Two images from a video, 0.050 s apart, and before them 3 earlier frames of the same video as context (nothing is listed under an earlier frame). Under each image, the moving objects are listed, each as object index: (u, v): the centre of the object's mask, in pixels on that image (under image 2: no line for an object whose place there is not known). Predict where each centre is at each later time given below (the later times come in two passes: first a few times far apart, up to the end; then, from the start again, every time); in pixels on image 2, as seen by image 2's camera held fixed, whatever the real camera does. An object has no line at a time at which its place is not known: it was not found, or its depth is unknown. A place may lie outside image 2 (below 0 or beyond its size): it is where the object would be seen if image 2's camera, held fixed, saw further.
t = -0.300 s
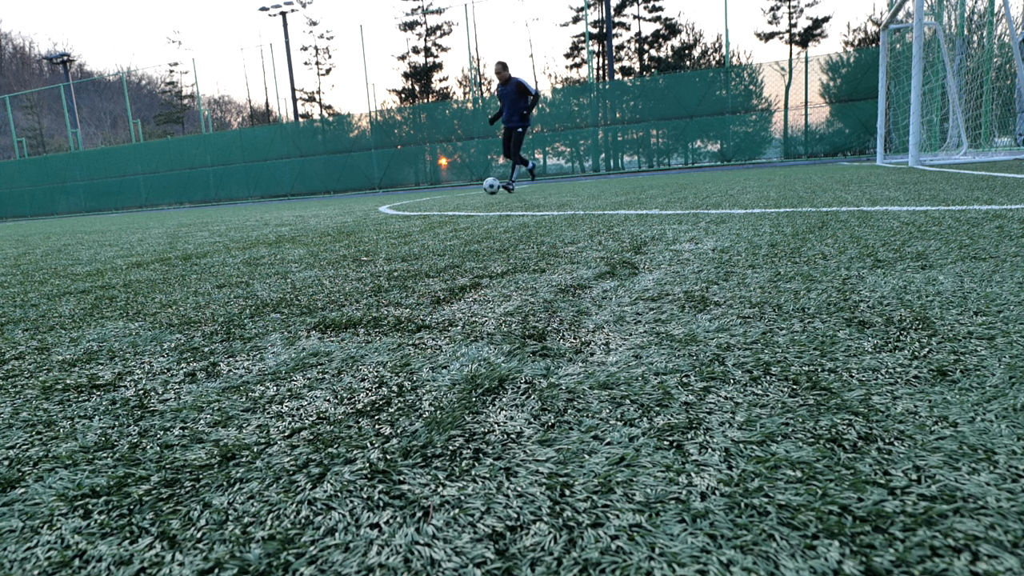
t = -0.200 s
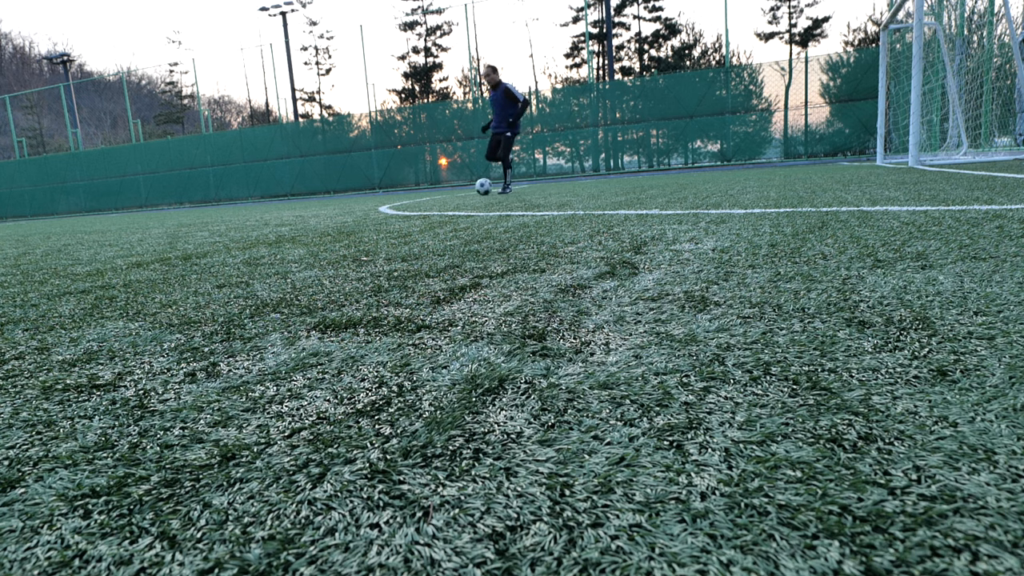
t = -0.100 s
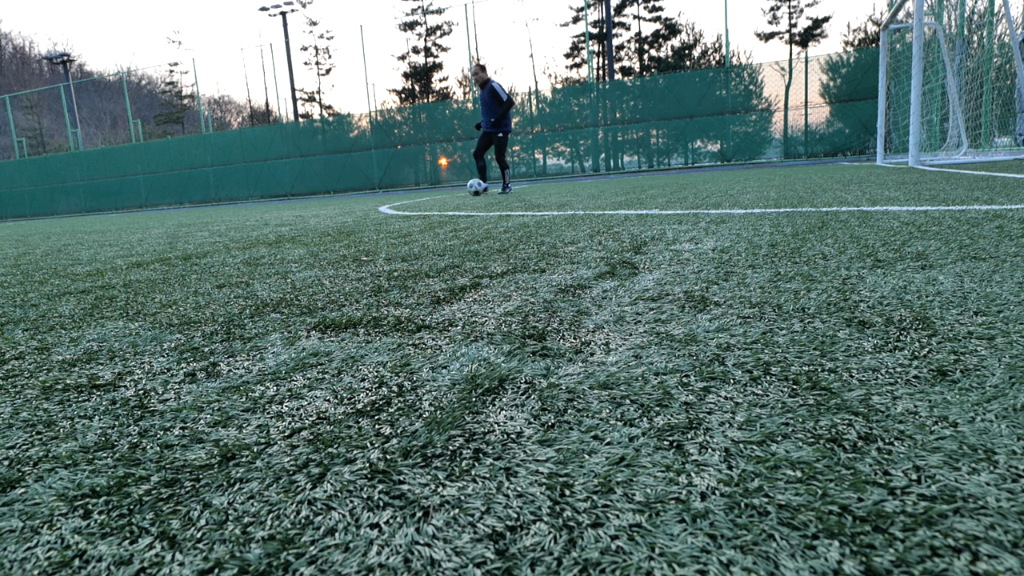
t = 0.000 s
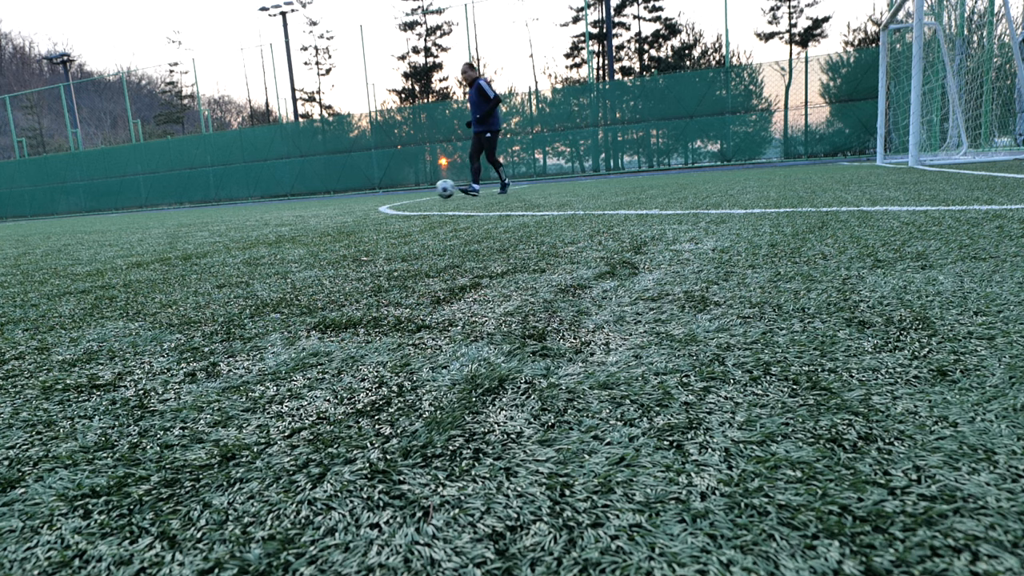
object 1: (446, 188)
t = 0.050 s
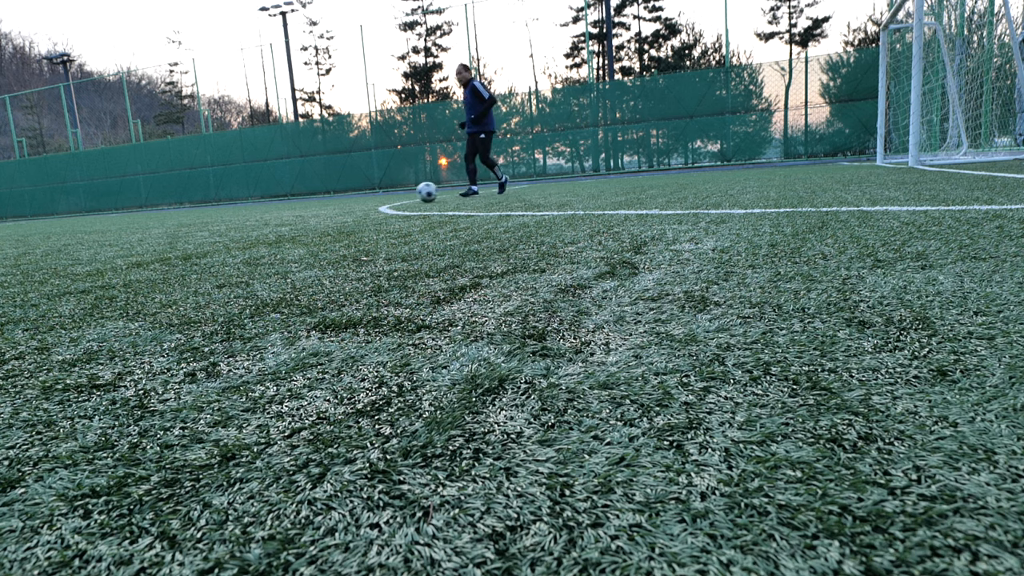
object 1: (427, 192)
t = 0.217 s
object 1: (356, 198)
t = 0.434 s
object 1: (231, 211)
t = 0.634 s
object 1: (66, 229)
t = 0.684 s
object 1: (20, 236)
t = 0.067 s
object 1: (421, 192)
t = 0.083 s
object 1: (414, 191)
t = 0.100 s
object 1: (408, 192)
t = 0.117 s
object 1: (401, 192)
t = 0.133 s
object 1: (394, 193)
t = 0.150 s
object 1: (387, 194)
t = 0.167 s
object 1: (380, 196)
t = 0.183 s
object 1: (372, 198)
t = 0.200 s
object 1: (364, 198)
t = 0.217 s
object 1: (356, 198)
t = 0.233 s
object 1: (348, 199)
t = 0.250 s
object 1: (340, 199)
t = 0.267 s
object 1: (331, 200)
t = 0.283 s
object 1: (322, 201)
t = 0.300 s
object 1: (313, 203)
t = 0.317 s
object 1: (304, 205)
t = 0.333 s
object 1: (293, 207)
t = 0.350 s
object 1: (284, 208)
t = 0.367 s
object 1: (274, 207)
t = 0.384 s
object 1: (264, 207)
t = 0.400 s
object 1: (253, 208)
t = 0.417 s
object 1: (242, 209)
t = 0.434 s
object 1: (231, 211)
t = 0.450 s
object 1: (219, 213)
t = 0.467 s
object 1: (207, 216)
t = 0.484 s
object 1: (194, 218)
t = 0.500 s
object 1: (181, 220)
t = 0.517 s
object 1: (169, 220)
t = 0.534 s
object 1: (156, 221)
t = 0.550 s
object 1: (142, 224)
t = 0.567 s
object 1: (127, 226)
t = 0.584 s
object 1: (112, 227)
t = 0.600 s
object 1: (97, 228)
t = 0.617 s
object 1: (82, 228)
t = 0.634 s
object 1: (66, 229)
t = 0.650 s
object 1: (50, 230)
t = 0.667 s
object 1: (33, 233)
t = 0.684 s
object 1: (20, 236)
